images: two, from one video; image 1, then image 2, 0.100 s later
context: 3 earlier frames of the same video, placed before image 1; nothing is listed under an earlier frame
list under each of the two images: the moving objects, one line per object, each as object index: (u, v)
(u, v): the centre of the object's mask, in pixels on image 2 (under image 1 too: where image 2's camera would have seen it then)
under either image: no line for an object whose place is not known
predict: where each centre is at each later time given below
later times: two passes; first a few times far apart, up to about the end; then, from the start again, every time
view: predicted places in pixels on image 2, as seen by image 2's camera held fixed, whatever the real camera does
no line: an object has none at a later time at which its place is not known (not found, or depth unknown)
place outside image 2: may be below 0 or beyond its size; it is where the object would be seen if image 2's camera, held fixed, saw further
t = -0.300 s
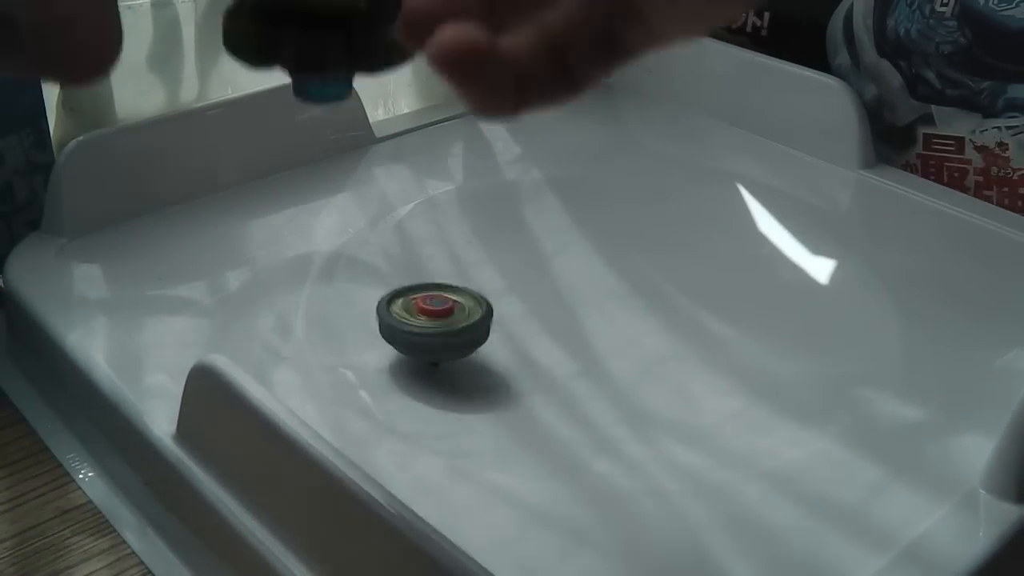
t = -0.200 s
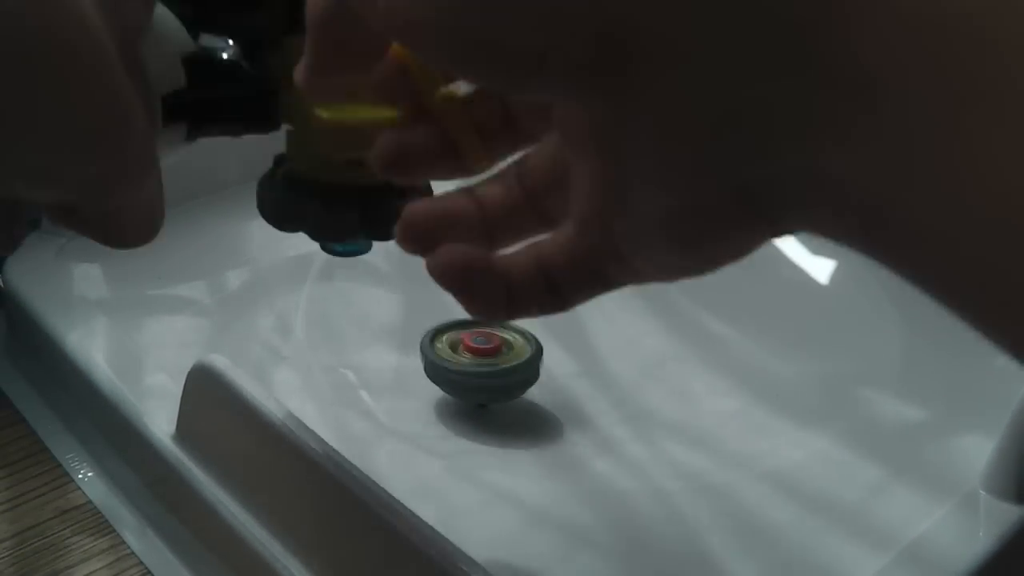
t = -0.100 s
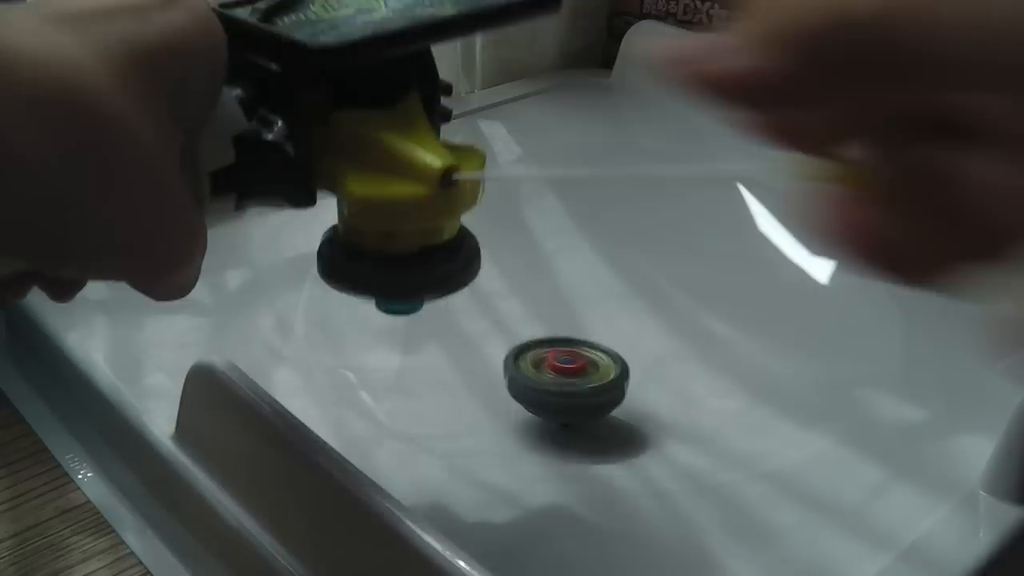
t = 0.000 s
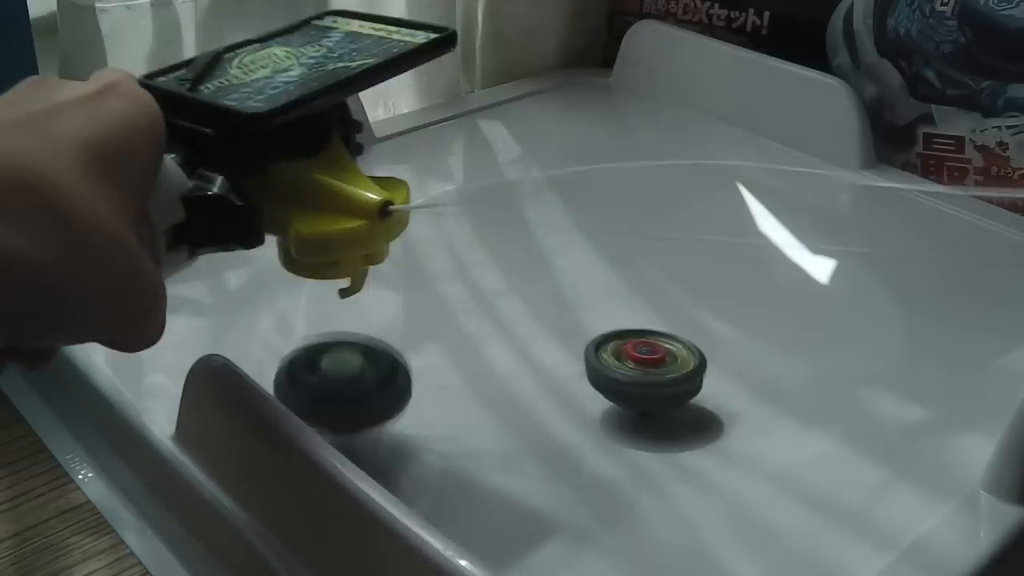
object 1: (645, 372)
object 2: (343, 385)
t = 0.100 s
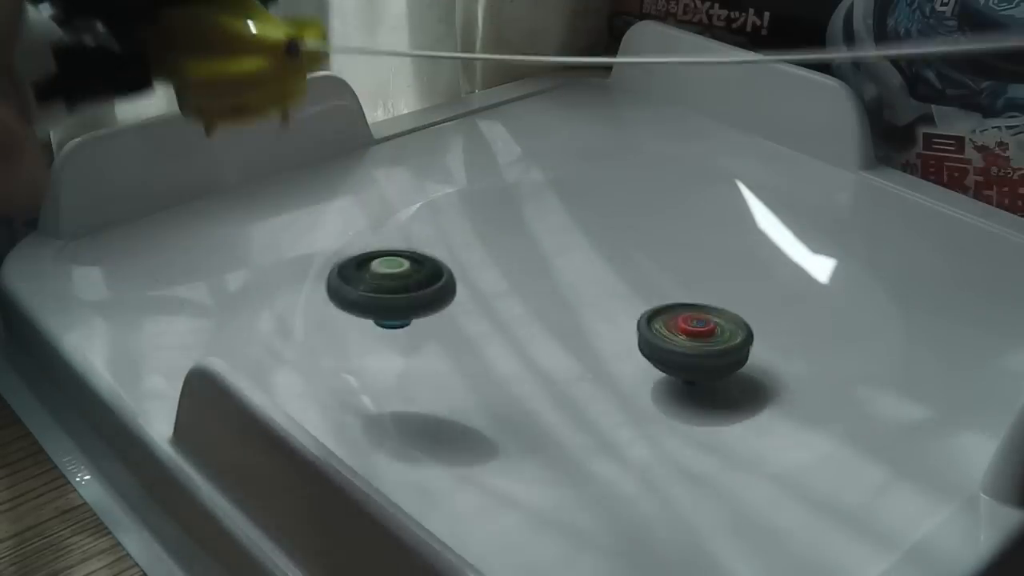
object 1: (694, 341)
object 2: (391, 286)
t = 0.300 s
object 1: (704, 294)
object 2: (527, 282)
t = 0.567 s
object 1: (656, 253)
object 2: (555, 201)
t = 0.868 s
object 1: (575, 248)
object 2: (397, 225)
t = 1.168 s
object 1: (578, 276)
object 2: (424, 319)
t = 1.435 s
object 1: (635, 291)
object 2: (549, 341)
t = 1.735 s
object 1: (706, 235)
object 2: (552, 343)
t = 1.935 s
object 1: (604, 228)
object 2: (594, 322)
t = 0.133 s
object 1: (704, 330)
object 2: (411, 282)
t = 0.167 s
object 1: (711, 323)
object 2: (430, 303)
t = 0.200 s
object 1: (715, 314)
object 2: (452, 320)
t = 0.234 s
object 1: (714, 304)
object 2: (479, 300)
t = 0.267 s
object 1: (710, 300)
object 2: (504, 294)
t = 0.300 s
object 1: (704, 294)
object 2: (527, 282)
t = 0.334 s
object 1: (697, 286)
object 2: (549, 269)
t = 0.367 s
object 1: (688, 279)
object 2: (567, 257)
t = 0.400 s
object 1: (678, 272)
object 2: (582, 248)
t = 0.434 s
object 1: (673, 267)
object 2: (584, 235)
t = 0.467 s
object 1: (672, 264)
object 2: (580, 221)
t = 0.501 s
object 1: (669, 261)
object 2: (573, 211)
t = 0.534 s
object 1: (664, 257)
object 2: (565, 204)
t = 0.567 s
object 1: (656, 253)
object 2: (555, 201)
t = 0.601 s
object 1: (648, 249)
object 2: (543, 200)
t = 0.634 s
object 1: (636, 244)
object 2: (531, 203)
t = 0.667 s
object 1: (622, 240)
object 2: (518, 206)
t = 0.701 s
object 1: (606, 237)
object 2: (505, 211)
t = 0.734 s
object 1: (589, 234)
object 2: (492, 216)
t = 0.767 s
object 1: (585, 236)
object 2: (464, 216)
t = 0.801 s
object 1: (583, 240)
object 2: (436, 217)
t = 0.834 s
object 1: (580, 245)
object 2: (414, 220)
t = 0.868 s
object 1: (575, 248)
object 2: (397, 225)
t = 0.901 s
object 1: (573, 252)
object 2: (384, 233)
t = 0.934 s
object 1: (570, 255)
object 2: (376, 242)
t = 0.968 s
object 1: (568, 258)
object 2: (372, 253)
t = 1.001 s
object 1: (567, 262)
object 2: (372, 264)
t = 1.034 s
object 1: (567, 264)
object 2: (376, 275)
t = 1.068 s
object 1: (568, 268)
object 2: (384, 288)
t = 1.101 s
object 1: (571, 270)
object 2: (395, 299)
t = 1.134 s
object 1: (574, 274)
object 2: (408, 310)
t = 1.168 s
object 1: (578, 276)
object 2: (424, 319)
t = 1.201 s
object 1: (583, 279)
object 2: (441, 327)
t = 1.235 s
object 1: (588, 282)
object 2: (459, 334)
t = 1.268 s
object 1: (594, 284)
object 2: (477, 338)
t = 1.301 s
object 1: (600, 287)
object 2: (496, 342)
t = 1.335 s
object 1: (607, 287)
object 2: (515, 343)
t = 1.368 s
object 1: (614, 290)
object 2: (532, 344)
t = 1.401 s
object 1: (623, 292)
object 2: (545, 341)
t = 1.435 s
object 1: (635, 291)
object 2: (549, 341)
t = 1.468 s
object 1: (659, 285)
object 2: (534, 348)
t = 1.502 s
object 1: (679, 280)
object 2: (522, 351)
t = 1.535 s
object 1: (696, 274)
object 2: (516, 353)
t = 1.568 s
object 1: (711, 268)
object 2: (516, 354)
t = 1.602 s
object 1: (720, 261)
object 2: (521, 353)
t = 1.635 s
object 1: (724, 254)
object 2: (528, 352)
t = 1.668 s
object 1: (723, 246)
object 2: (537, 350)
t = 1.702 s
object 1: (716, 240)
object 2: (544, 346)
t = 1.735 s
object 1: (706, 235)
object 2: (552, 343)
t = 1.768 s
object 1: (693, 230)
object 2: (560, 340)
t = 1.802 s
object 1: (677, 227)
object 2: (568, 337)
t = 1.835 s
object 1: (660, 224)
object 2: (575, 333)
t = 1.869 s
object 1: (642, 224)
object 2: (581, 329)
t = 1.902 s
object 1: (623, 225)
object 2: (587, 325)
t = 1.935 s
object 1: (604, 228)
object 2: (594, 322)
